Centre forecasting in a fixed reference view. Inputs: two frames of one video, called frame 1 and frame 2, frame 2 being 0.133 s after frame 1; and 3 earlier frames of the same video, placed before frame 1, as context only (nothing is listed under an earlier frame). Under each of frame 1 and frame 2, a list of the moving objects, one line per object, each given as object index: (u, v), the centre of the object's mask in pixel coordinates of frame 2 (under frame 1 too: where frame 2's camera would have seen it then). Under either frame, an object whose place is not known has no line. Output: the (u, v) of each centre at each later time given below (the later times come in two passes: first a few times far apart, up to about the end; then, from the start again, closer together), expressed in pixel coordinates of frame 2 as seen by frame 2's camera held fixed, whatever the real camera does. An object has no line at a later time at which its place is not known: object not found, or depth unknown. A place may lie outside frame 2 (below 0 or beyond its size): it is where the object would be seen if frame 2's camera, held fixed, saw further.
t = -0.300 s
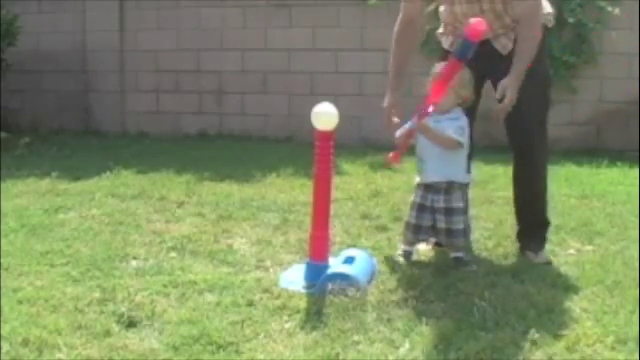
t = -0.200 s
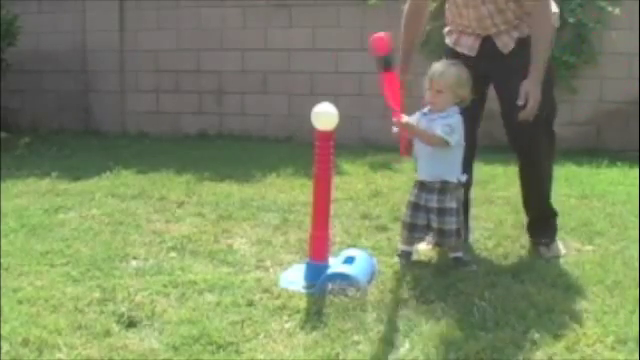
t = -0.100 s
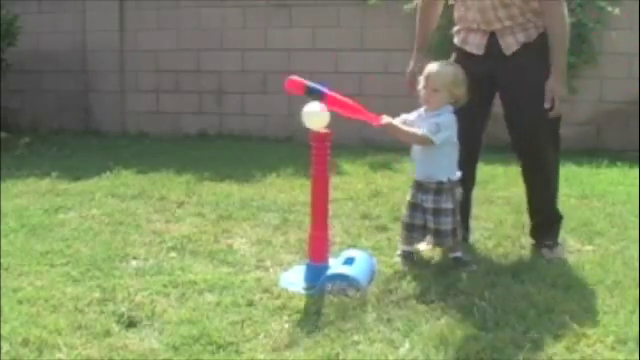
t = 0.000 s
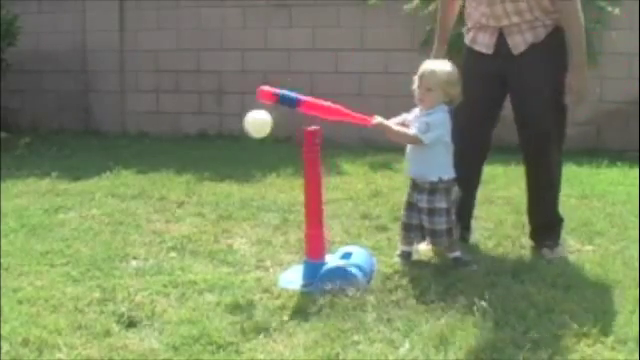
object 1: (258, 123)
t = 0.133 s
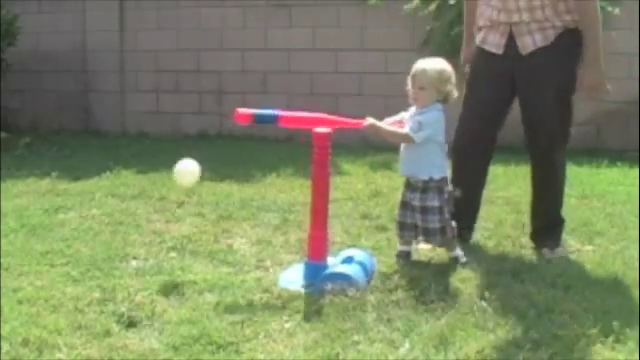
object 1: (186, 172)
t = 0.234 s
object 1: (140, 238)
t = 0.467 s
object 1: (67, 222)
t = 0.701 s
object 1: (14, 230)
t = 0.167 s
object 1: (170, 191)
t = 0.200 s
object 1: (155, 213)
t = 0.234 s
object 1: (140, 238)
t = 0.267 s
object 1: (126, 258)
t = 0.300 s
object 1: (114, 248)
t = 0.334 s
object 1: (105, 236)
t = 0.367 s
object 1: (94, 228)
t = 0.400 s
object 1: (85, 224)
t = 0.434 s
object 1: (76, 221)
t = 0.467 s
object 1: (67, 222)
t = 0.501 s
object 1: (59, 225)
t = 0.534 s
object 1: (50, 230)
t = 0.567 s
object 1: (42, 238)
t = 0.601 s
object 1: (34, 243)
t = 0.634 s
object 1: (26, 239)
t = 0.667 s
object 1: (19, 234)
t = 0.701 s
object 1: (14, 230)
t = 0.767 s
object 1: (8, 231)
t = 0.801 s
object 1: (5, 233)
